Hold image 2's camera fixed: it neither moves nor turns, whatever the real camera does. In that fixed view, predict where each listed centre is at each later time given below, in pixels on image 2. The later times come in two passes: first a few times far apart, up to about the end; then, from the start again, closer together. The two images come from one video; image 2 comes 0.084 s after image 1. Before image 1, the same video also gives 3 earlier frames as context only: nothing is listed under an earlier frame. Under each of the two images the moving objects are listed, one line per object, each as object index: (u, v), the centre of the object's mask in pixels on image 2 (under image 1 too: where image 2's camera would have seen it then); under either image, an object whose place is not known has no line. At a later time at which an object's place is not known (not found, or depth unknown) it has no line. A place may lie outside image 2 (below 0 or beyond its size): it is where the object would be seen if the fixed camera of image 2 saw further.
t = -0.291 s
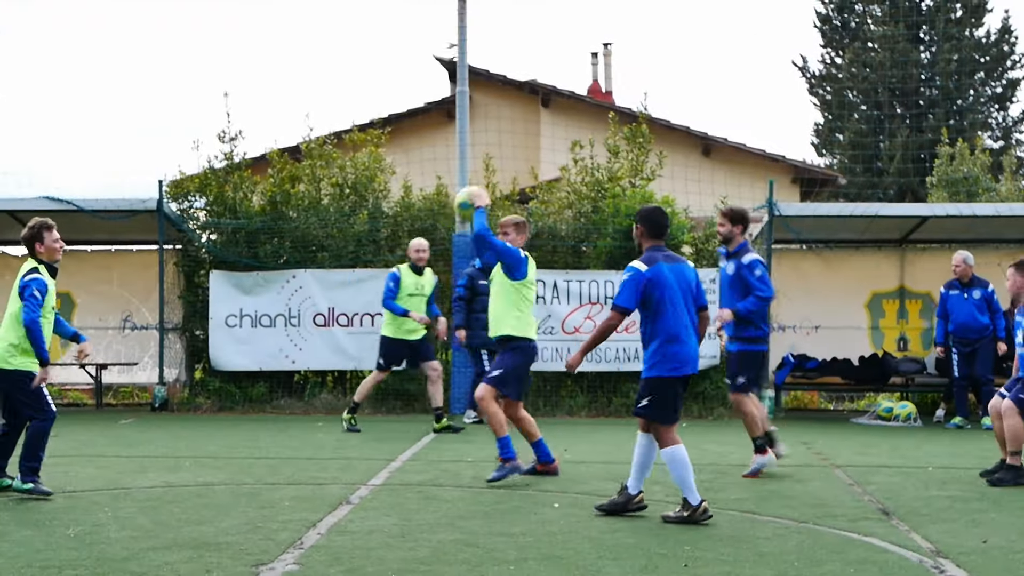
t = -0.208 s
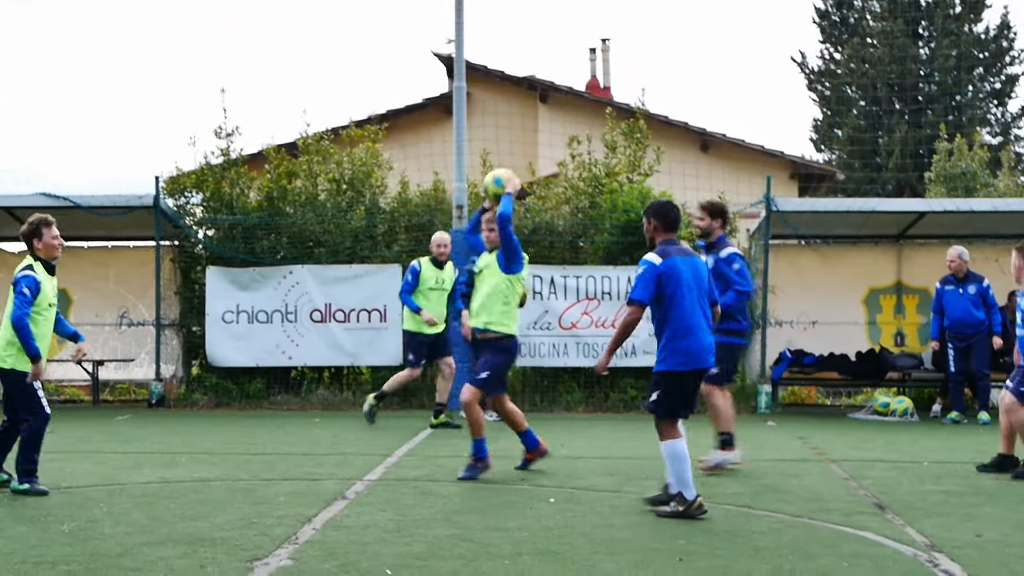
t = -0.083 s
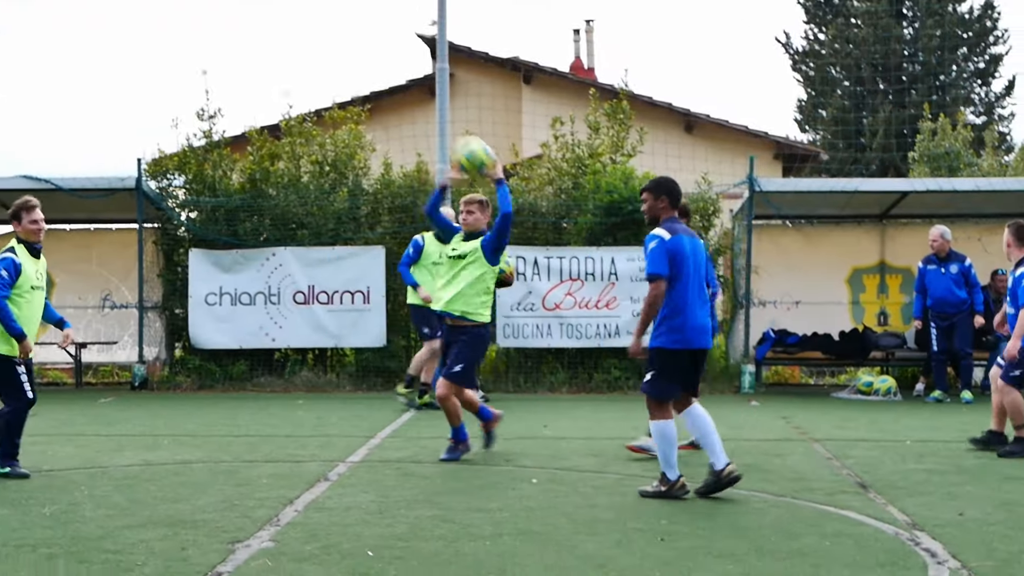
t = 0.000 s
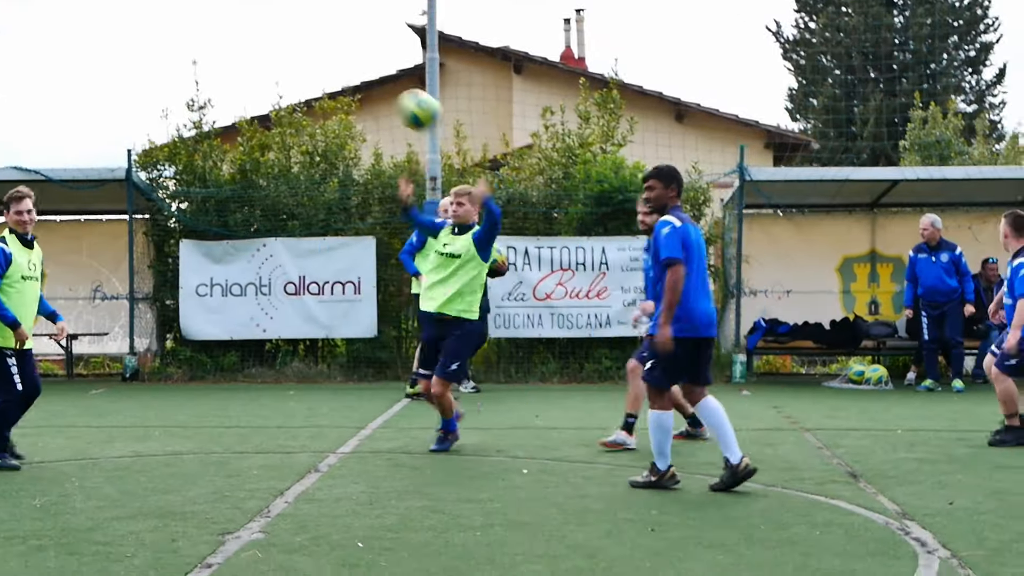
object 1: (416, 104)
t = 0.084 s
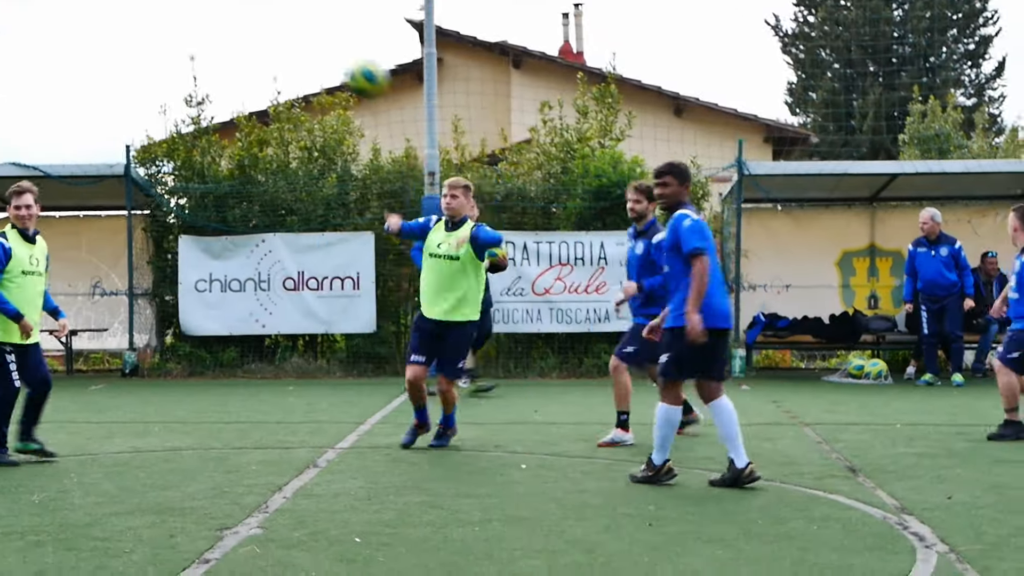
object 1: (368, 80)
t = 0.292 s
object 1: (192, 41)
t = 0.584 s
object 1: (-223, 151)
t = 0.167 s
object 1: (303, 56)
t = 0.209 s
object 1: (269, 48)
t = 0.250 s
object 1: (232, 43)
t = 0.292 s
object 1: (192, 41)
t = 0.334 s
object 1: (149, 42)
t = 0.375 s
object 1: (99, 47)
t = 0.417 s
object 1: (46, 56)
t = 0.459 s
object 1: (-16, 70)
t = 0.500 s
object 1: (-85, 92)
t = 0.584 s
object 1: (-223, 151)
